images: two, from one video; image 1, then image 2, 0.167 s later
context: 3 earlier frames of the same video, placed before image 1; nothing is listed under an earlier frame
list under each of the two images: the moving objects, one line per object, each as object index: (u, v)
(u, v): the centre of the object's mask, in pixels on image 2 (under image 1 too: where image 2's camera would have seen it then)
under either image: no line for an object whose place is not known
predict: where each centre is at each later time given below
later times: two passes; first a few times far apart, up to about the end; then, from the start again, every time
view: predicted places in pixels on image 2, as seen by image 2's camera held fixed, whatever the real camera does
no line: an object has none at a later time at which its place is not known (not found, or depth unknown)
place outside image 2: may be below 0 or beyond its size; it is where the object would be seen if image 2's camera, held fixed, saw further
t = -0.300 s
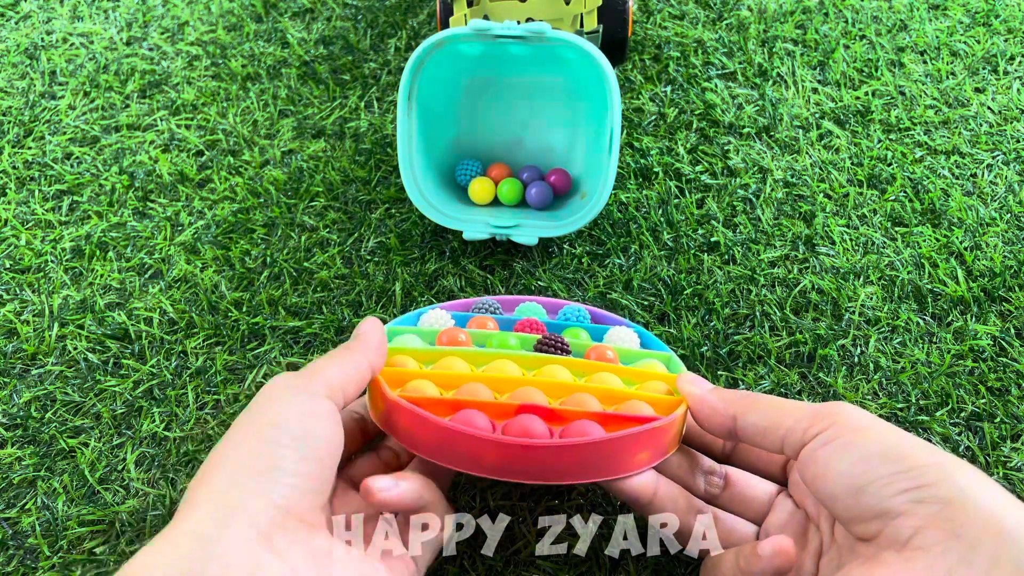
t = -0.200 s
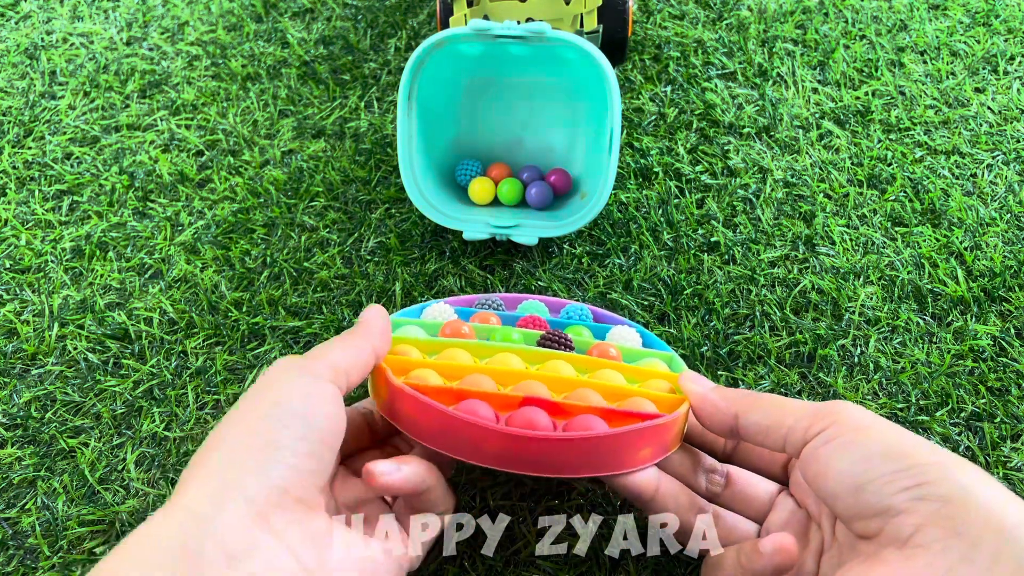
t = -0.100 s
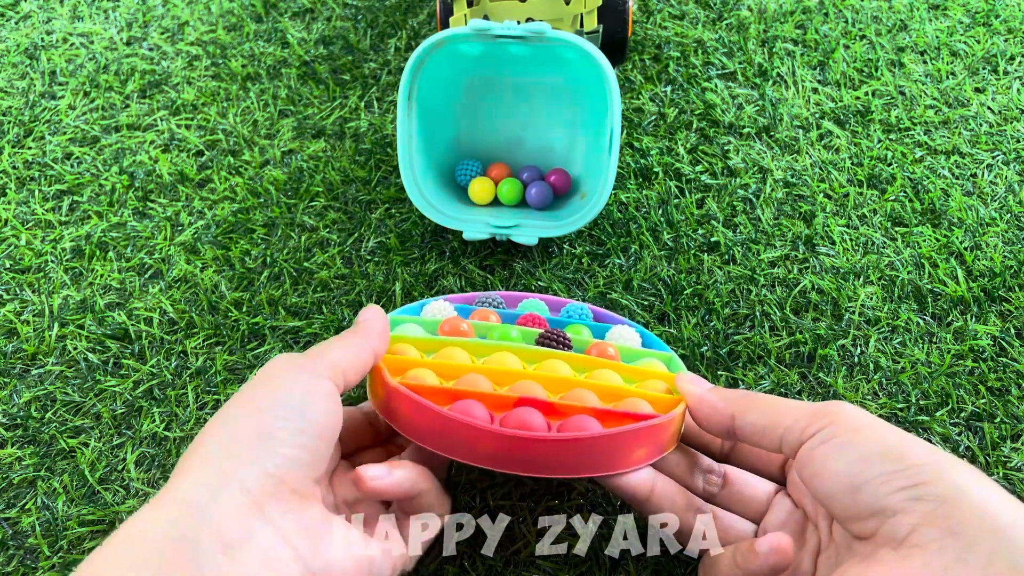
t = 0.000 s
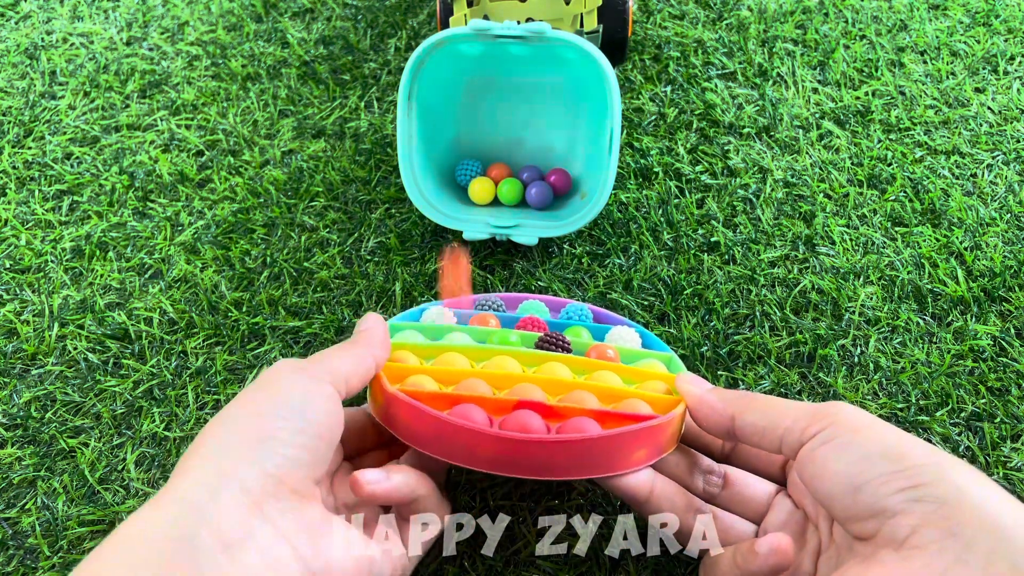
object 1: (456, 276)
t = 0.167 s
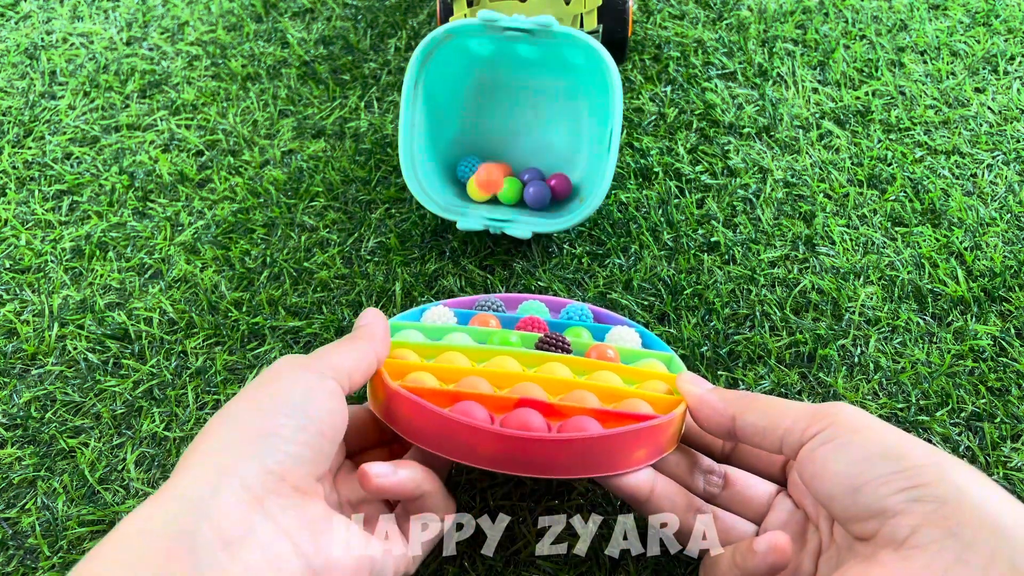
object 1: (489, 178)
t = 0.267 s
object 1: (498, 166)
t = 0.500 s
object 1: (520, 159)
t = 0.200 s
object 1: (495, 166)
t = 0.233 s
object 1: (500, 170)
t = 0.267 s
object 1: (498, 166)
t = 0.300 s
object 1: (500, 162)
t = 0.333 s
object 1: (504, 164)
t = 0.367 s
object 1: (505, 162)
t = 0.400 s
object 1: (509, 161)
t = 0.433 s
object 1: (515, 161)
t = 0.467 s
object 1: (518, 159)
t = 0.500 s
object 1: (520, 159)
